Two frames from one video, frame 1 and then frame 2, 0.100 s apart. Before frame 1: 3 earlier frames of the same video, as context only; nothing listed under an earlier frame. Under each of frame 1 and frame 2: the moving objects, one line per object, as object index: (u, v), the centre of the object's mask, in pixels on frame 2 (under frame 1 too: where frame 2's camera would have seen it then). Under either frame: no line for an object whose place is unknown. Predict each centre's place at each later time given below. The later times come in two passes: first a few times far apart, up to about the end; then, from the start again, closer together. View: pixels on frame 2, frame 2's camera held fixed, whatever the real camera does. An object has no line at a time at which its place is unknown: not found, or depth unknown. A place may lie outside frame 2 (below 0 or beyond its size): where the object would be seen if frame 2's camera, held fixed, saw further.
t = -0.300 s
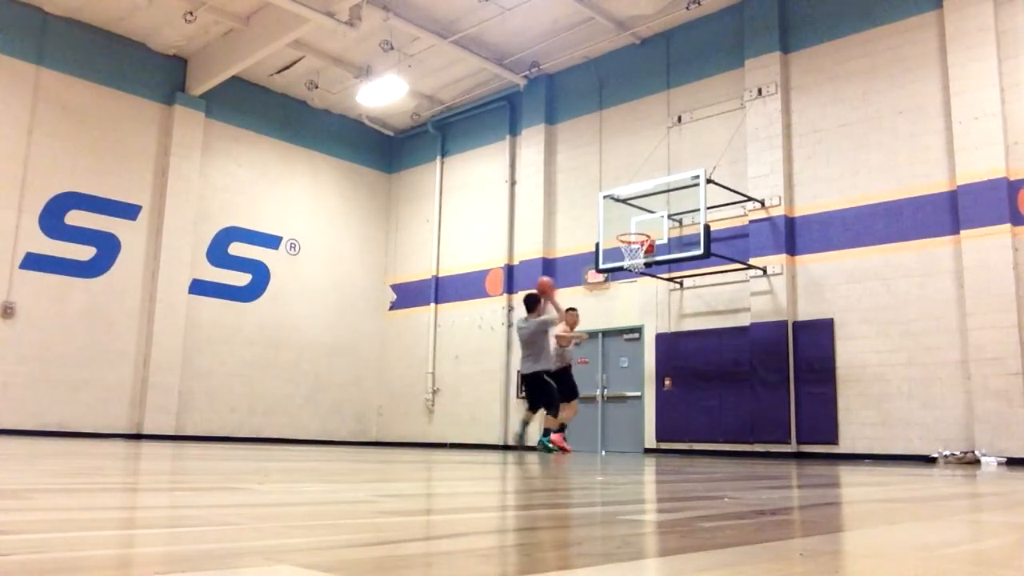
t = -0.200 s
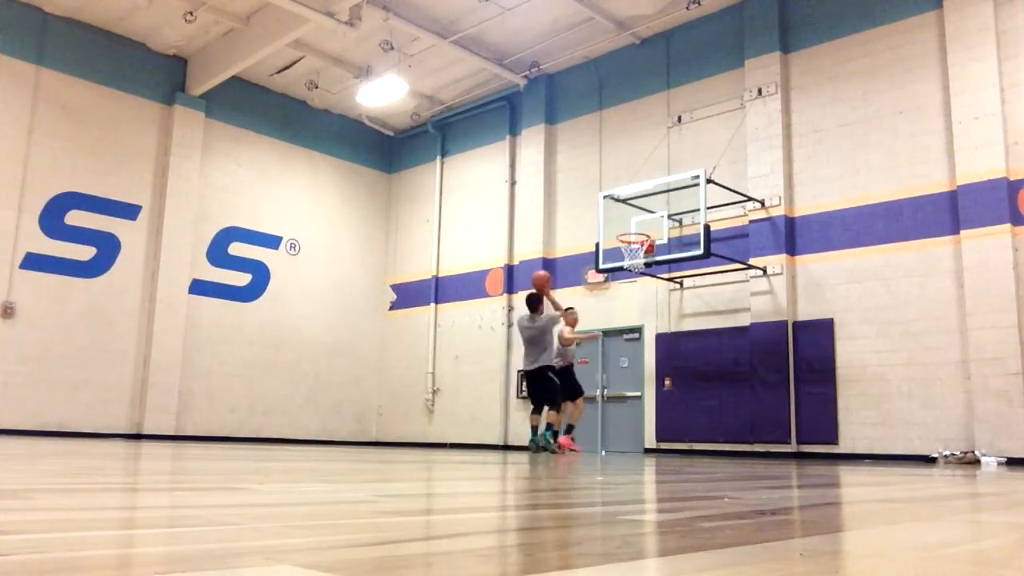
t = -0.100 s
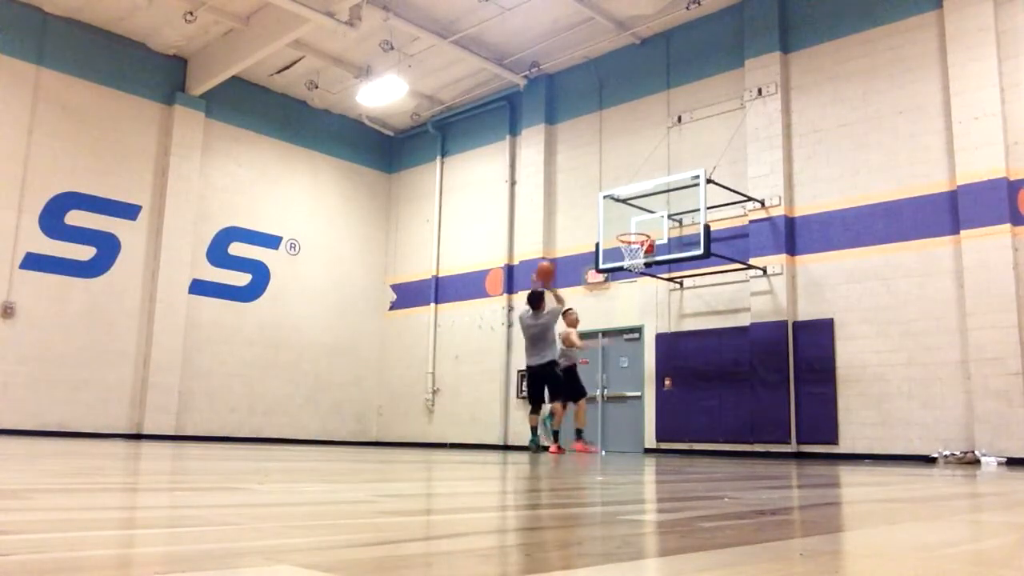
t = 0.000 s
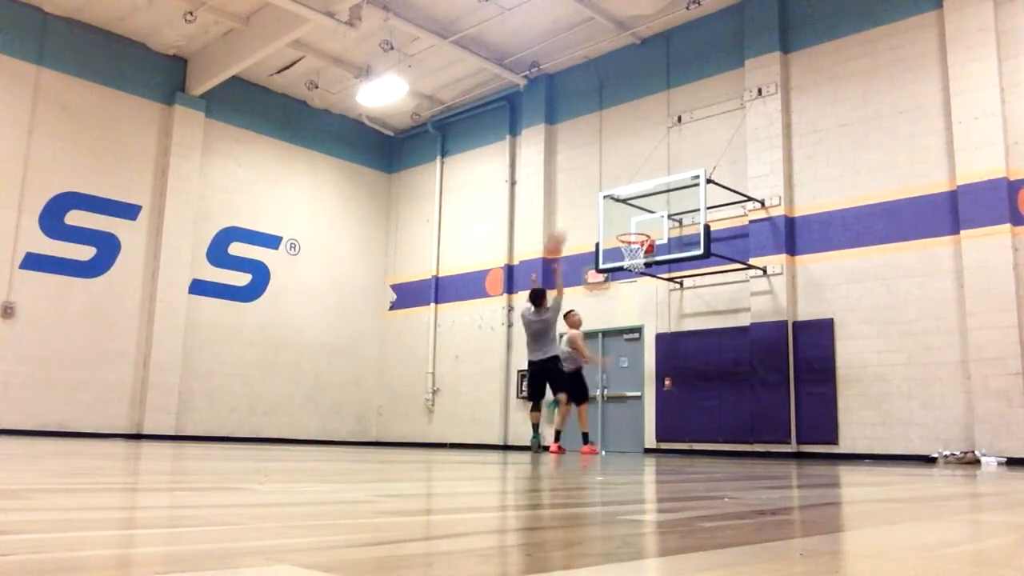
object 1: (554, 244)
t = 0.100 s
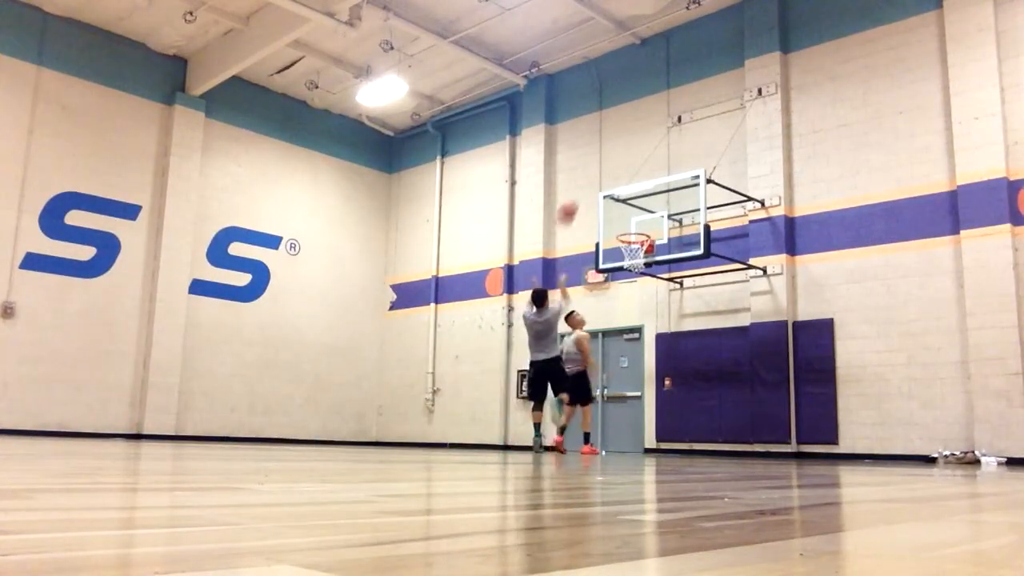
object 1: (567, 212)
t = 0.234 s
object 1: (578, 190)
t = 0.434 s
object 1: (598, 174)
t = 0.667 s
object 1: (618, 192)
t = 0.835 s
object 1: (632, 228)
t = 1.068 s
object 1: (645, 292)
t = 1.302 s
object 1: (655, 385)
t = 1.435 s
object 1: (661, 440)
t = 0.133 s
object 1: (571, 204)
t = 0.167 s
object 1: (572, 201)
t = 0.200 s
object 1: (575, 196)
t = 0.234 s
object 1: (578, 190)
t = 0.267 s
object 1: (582, 185)
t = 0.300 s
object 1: (585, 181)
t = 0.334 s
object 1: (589, 178)
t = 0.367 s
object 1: (592, 175)
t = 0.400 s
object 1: (595, 174)
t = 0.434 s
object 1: (598, 174)
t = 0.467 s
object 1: (601, 174)
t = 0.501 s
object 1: (604, 175)
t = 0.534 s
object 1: (607, 177)
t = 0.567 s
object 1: (610, 179)
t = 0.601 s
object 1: (612, 182)
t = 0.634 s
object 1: (616, 187)
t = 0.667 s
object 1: (618, 192)
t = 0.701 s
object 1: (621, 198)
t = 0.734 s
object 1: (624, 206)
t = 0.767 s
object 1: (626, 212)
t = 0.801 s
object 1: (630, 221)
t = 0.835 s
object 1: (632, 228)
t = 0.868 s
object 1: (633, 238)
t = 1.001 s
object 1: (643, 274)
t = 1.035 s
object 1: (644, 284)
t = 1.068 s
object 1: (645, 292)
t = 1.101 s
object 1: (647, 303)
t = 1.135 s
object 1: (648, 314)
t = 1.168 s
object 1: (649, 330)
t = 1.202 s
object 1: (650, 344)
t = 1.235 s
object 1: (651, 358)
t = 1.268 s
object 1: (653, 372)
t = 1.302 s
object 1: (655, 385)
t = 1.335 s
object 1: (660, 404)
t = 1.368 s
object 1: (659, 409)
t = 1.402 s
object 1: (660, 419)
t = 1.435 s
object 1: (661, 440)
